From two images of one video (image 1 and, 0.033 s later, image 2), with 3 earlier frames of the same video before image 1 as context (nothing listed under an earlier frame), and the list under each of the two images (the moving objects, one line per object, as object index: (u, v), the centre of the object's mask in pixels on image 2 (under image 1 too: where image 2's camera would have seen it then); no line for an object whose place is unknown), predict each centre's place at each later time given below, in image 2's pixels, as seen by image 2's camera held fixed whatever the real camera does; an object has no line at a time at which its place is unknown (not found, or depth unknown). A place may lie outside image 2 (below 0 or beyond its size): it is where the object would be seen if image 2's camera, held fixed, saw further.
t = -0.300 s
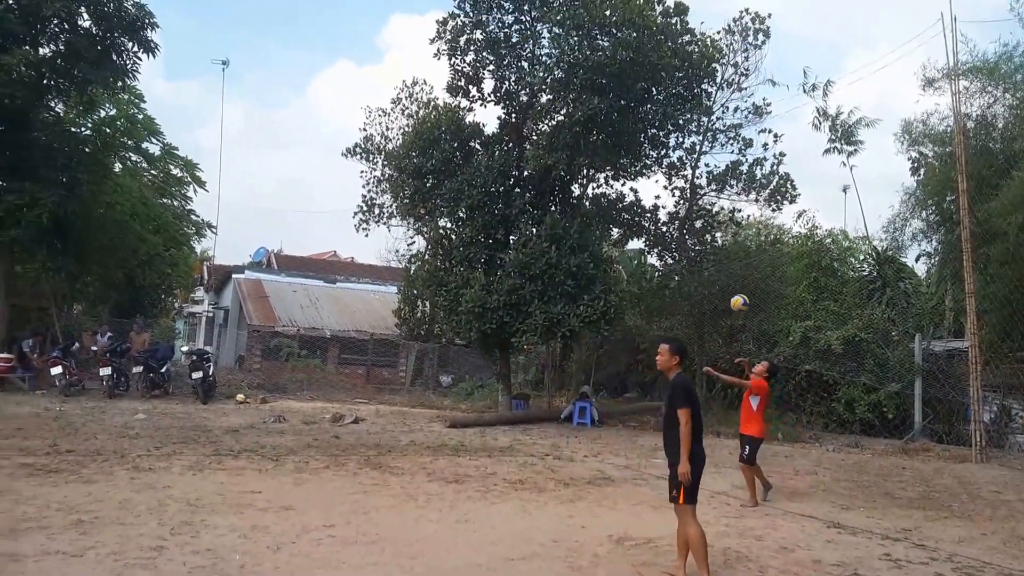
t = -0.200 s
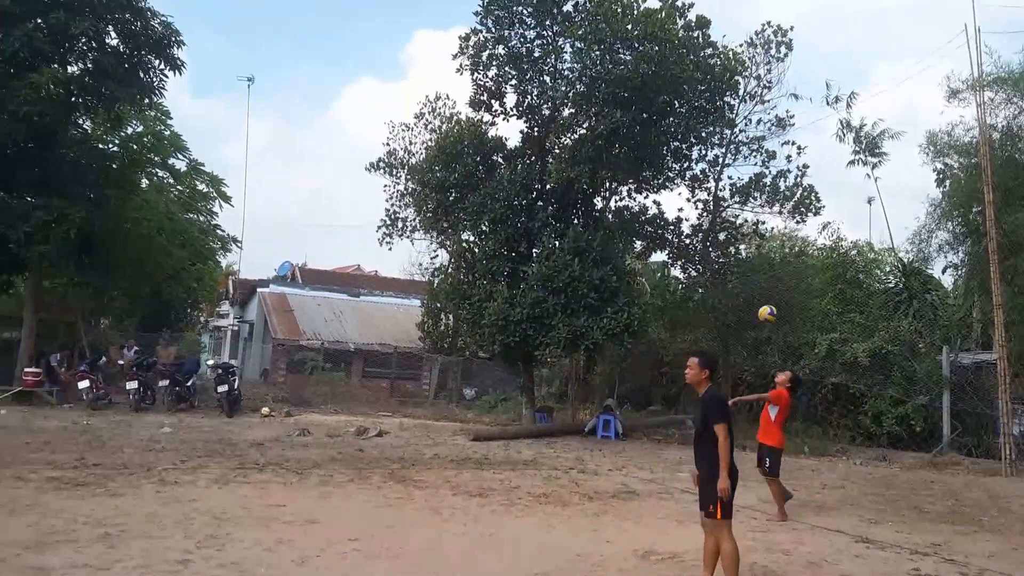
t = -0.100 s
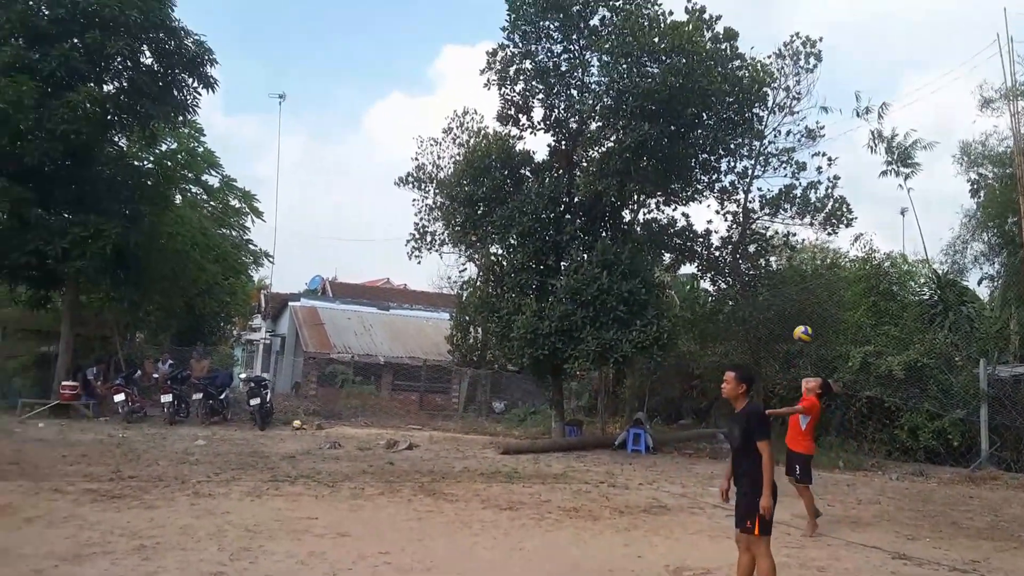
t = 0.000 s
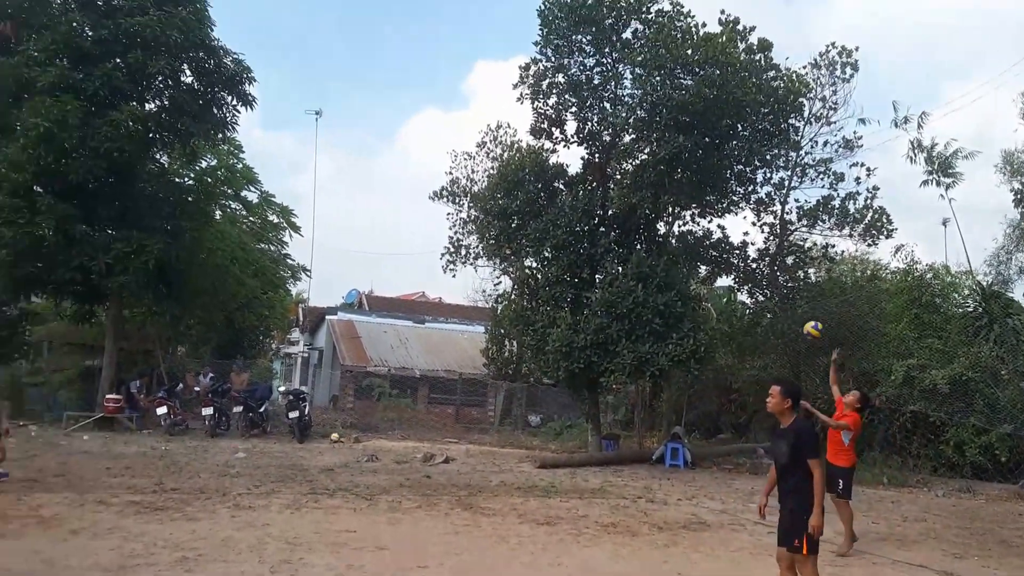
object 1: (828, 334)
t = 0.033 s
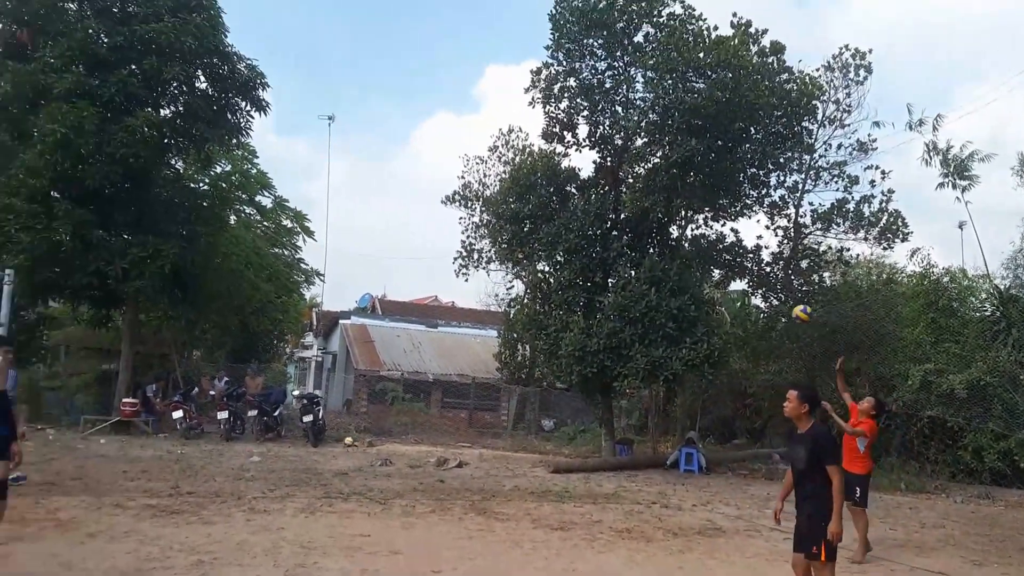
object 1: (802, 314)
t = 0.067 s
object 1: (776, 294)
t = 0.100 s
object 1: (750, 276)
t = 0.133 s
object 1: (723, 258)
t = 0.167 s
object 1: (697, 242)
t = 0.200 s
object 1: (670, 226)
